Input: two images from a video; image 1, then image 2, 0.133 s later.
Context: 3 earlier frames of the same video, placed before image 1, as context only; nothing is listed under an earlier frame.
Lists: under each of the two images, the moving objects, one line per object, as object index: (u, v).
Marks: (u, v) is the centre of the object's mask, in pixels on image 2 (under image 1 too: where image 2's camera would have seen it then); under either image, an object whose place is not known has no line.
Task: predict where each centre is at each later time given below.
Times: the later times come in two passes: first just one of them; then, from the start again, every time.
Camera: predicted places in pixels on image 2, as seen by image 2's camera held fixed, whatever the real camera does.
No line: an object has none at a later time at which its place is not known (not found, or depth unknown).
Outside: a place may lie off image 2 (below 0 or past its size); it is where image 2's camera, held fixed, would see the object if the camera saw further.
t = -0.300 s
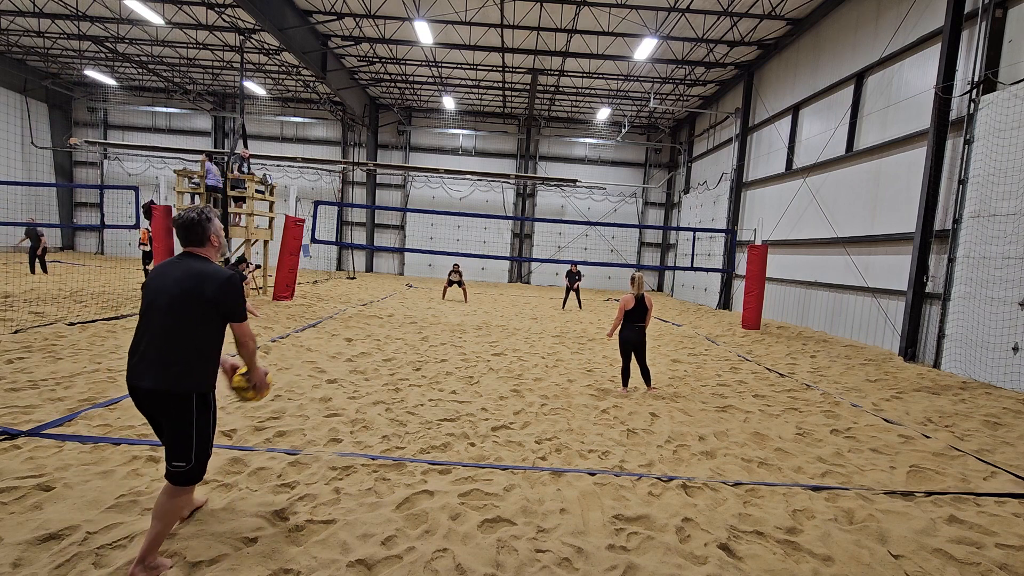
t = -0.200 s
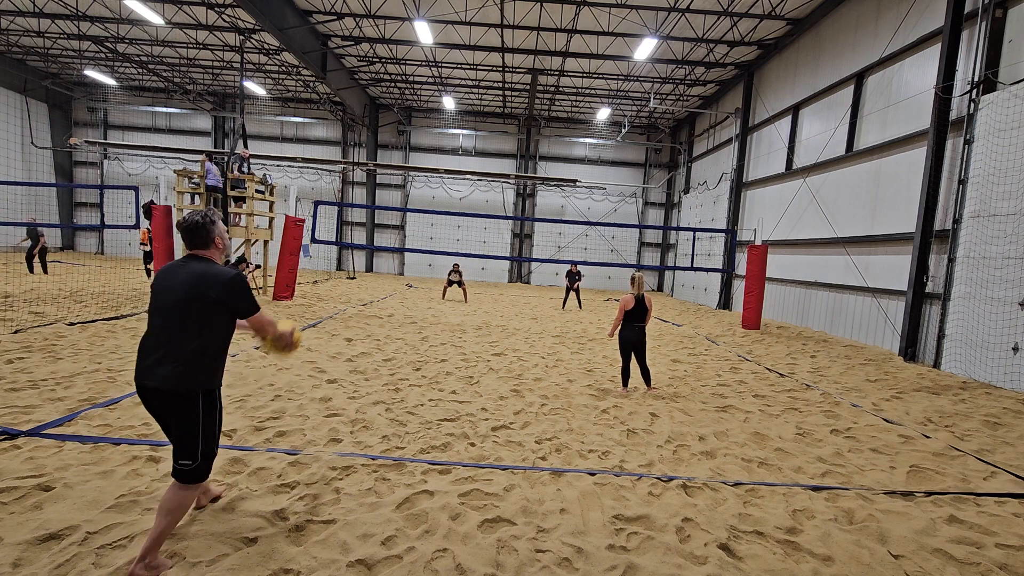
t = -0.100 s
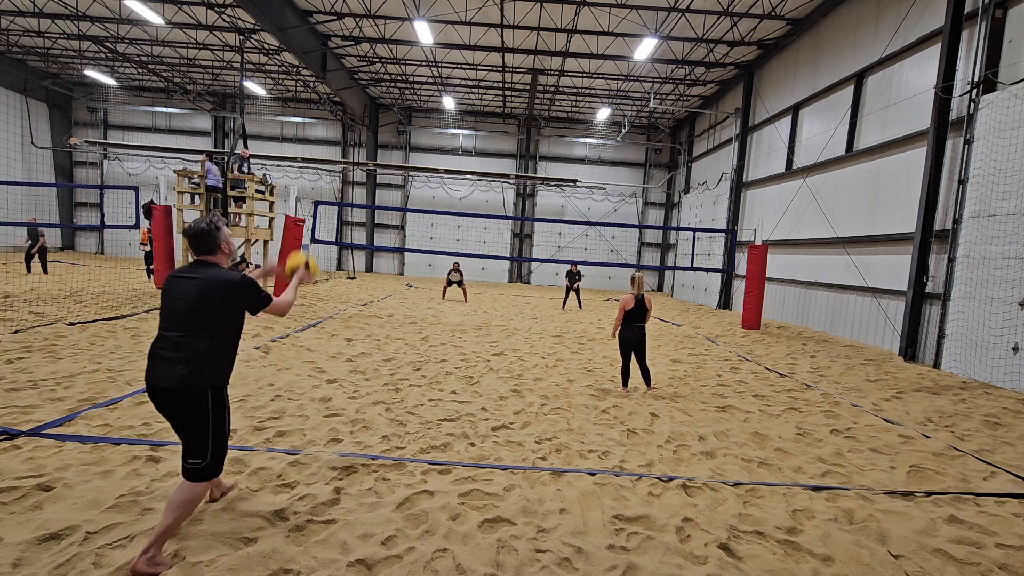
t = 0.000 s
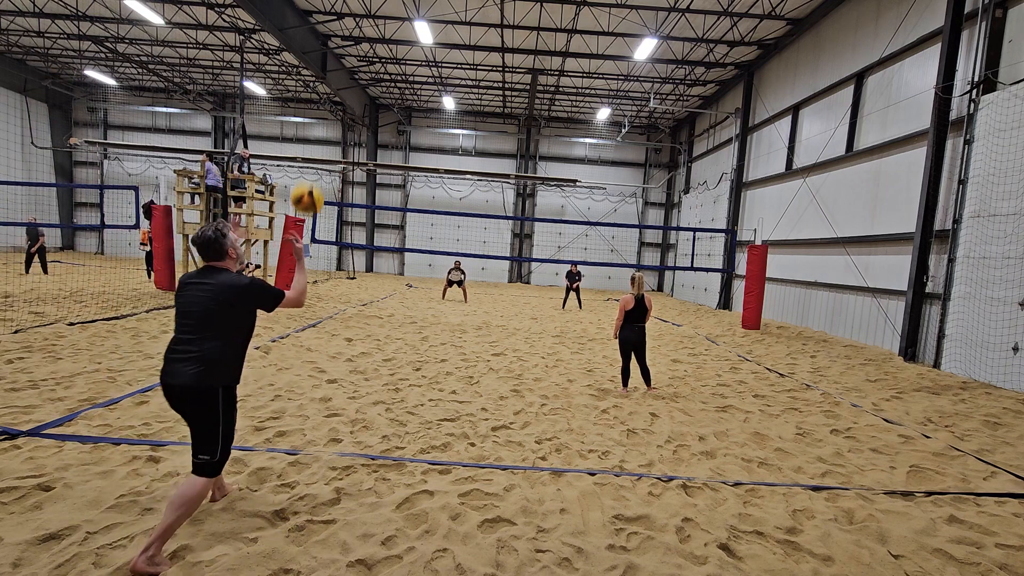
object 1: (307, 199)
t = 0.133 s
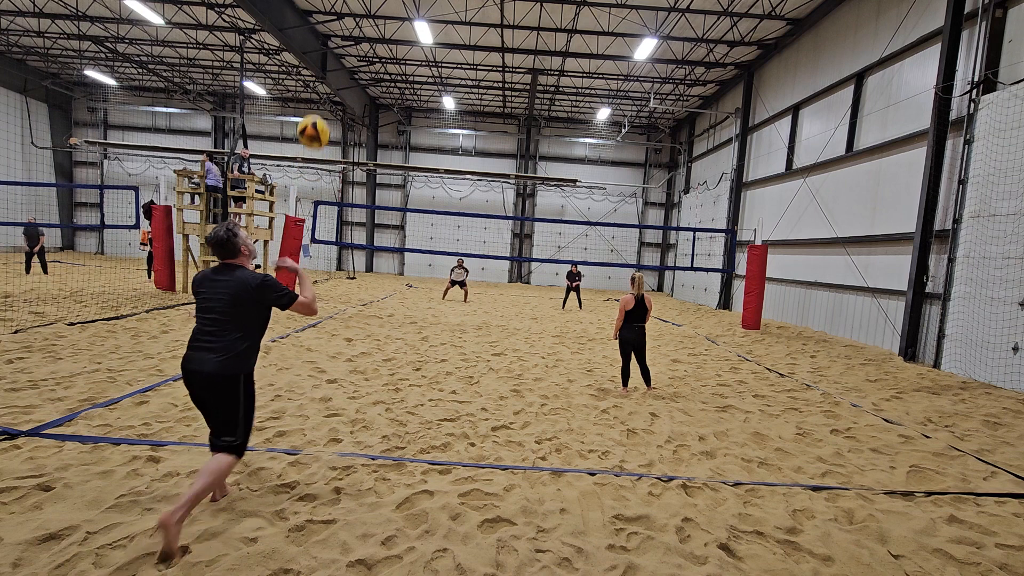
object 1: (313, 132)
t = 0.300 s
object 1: (320, 90)
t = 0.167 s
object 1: (315, 120)
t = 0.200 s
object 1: (316, 110)
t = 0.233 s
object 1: (317, 102)
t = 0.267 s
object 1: (319, 95)
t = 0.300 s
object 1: (320, 90)
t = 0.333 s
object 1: (321, 86)
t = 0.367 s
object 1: (322, 85)
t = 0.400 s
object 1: (323, 85)
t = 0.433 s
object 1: (324, 85)
